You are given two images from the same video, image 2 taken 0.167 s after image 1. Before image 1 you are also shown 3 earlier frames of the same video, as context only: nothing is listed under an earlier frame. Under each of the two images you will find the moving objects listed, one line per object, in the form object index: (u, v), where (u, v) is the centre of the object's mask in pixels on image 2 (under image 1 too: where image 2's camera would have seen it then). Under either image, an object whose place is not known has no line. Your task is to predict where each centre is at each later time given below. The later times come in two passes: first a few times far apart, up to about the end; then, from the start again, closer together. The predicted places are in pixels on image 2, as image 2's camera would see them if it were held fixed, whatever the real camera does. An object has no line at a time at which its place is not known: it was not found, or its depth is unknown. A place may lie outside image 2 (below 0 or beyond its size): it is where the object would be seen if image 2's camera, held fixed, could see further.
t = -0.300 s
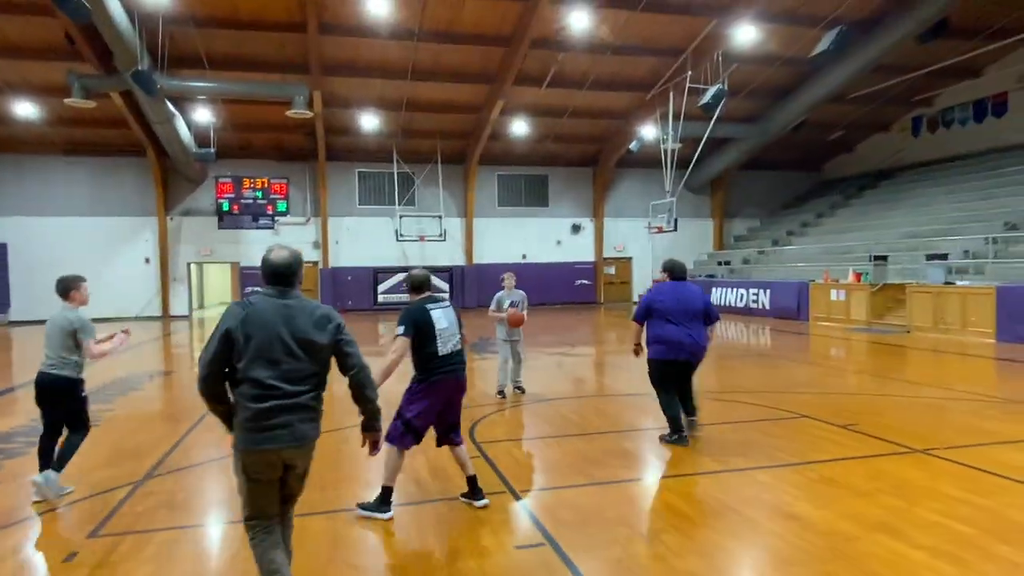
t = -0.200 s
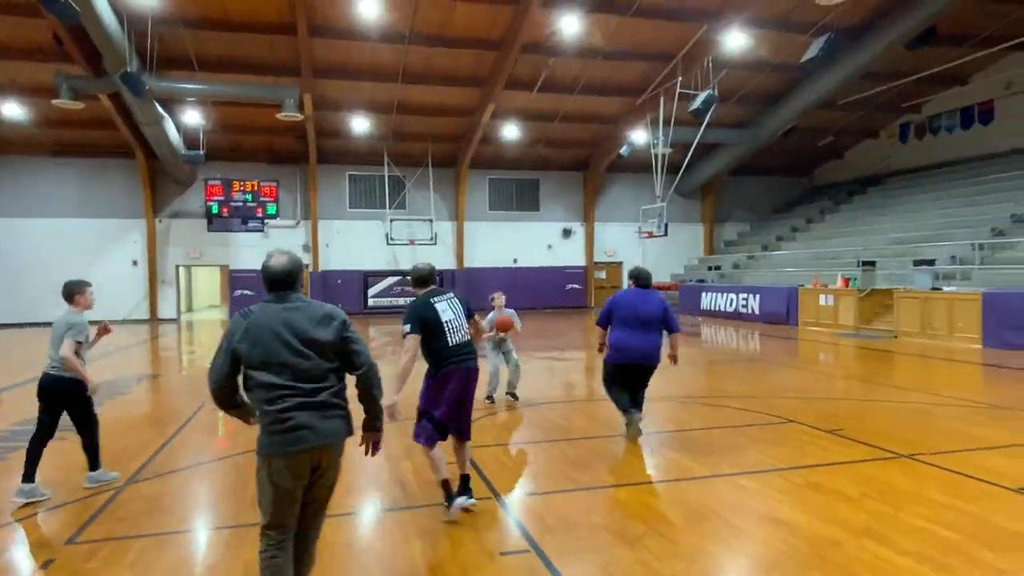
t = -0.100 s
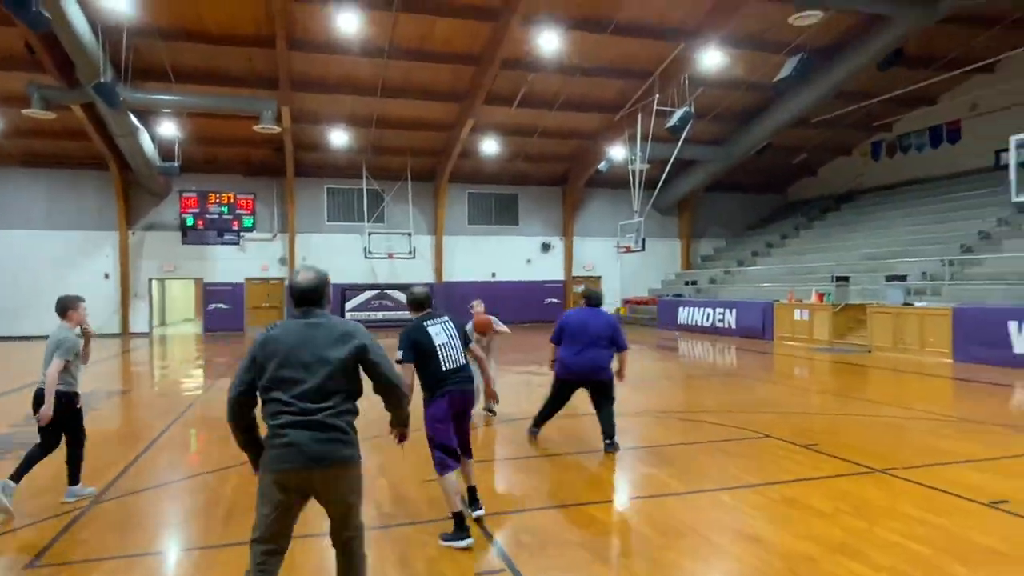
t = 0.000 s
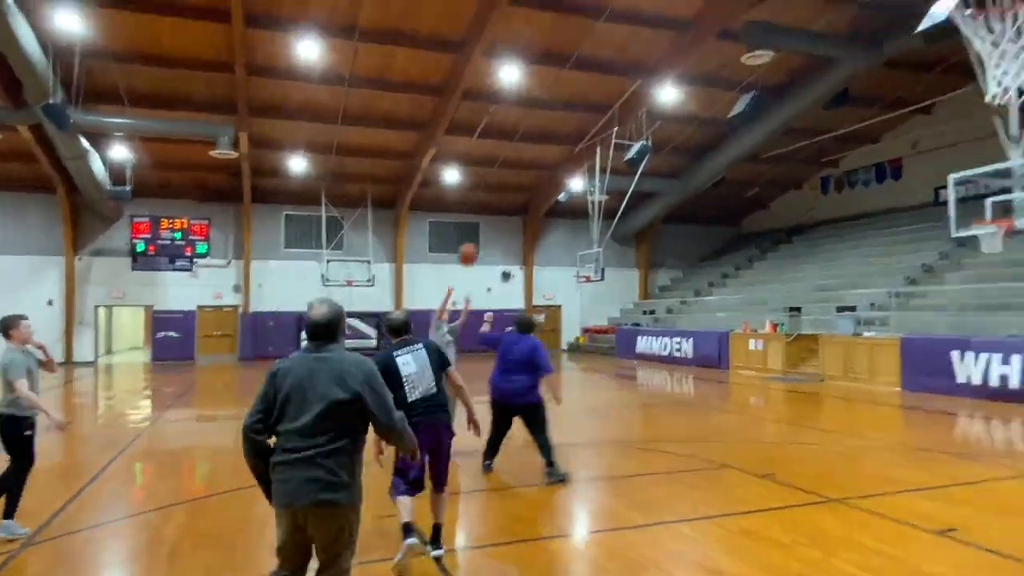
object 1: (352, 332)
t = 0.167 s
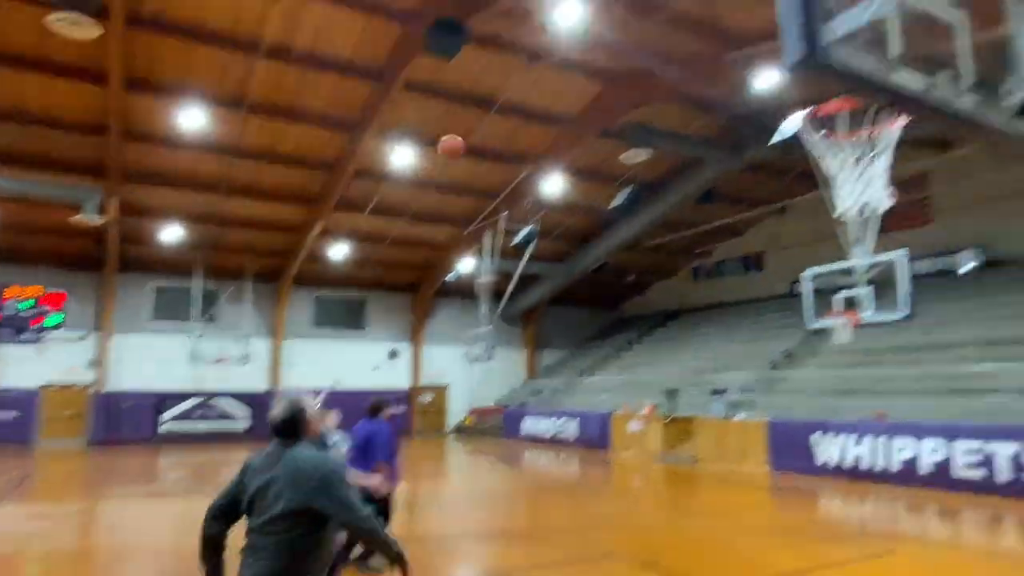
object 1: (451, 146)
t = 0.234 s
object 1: (498, 90)
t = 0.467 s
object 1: (655, 1)
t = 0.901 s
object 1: (877, 135)
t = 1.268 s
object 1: (750, 493)
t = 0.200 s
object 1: (474, 116)
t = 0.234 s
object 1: (498, 90)
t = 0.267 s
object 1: (525, 63)
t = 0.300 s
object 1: (551, 44)
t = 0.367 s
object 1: (605, 12)
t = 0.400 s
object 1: (618, 8)
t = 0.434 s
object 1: (636, 5)
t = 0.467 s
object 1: (655, 1)
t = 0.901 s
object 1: (877, 135)
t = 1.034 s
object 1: (823, 255)
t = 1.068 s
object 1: (809, 291)
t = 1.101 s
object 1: (796, 323)
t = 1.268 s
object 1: (750, 493)
